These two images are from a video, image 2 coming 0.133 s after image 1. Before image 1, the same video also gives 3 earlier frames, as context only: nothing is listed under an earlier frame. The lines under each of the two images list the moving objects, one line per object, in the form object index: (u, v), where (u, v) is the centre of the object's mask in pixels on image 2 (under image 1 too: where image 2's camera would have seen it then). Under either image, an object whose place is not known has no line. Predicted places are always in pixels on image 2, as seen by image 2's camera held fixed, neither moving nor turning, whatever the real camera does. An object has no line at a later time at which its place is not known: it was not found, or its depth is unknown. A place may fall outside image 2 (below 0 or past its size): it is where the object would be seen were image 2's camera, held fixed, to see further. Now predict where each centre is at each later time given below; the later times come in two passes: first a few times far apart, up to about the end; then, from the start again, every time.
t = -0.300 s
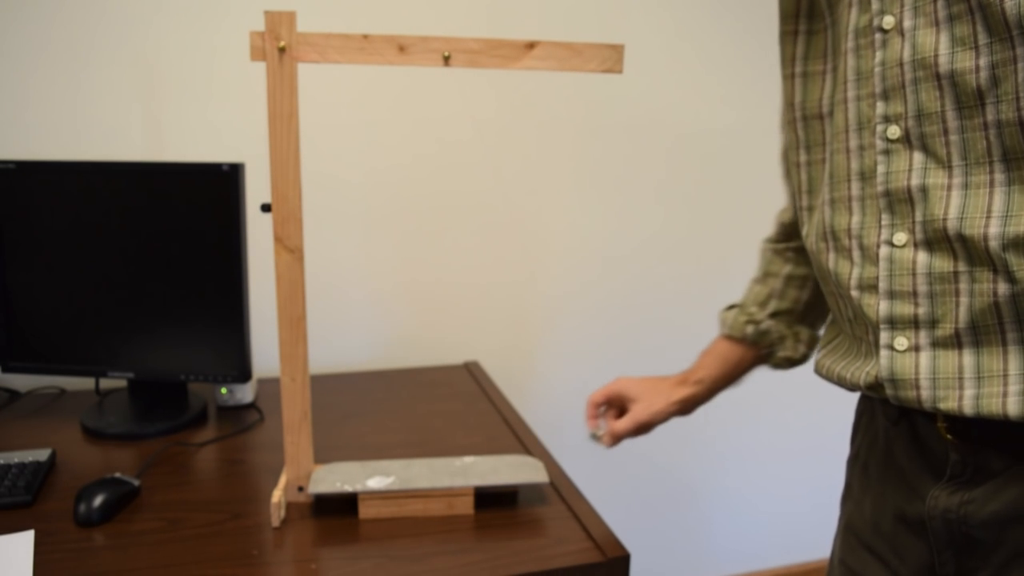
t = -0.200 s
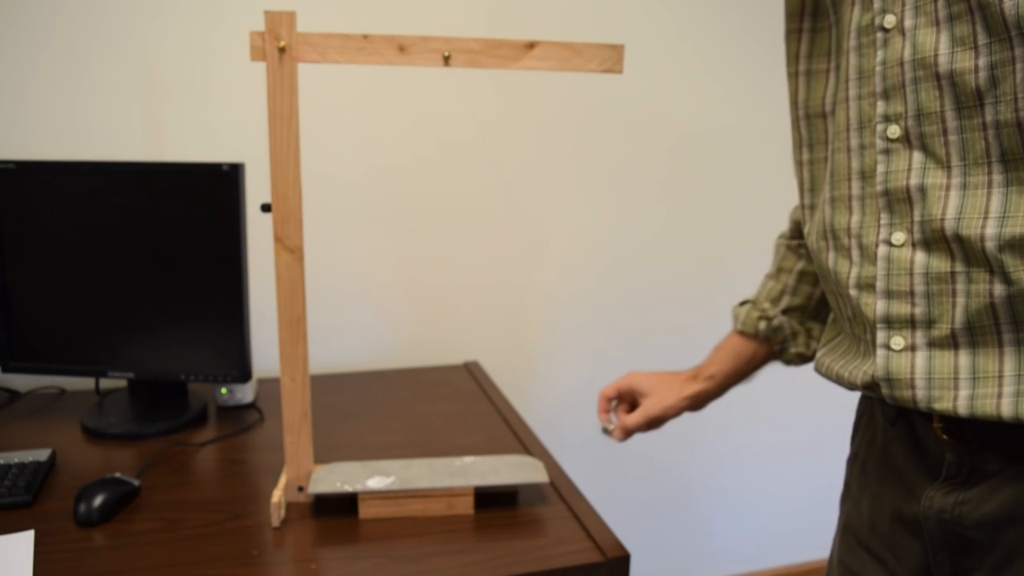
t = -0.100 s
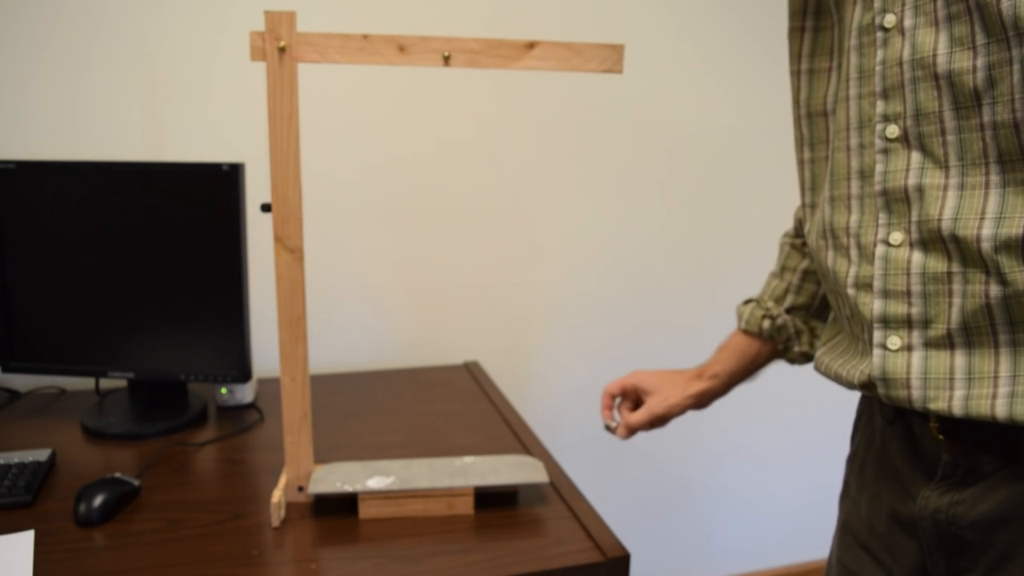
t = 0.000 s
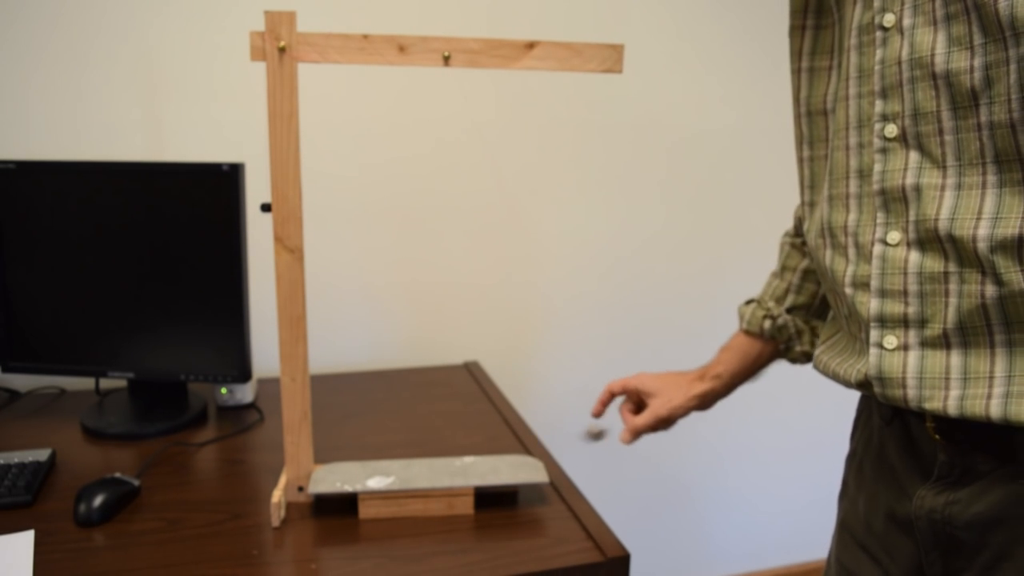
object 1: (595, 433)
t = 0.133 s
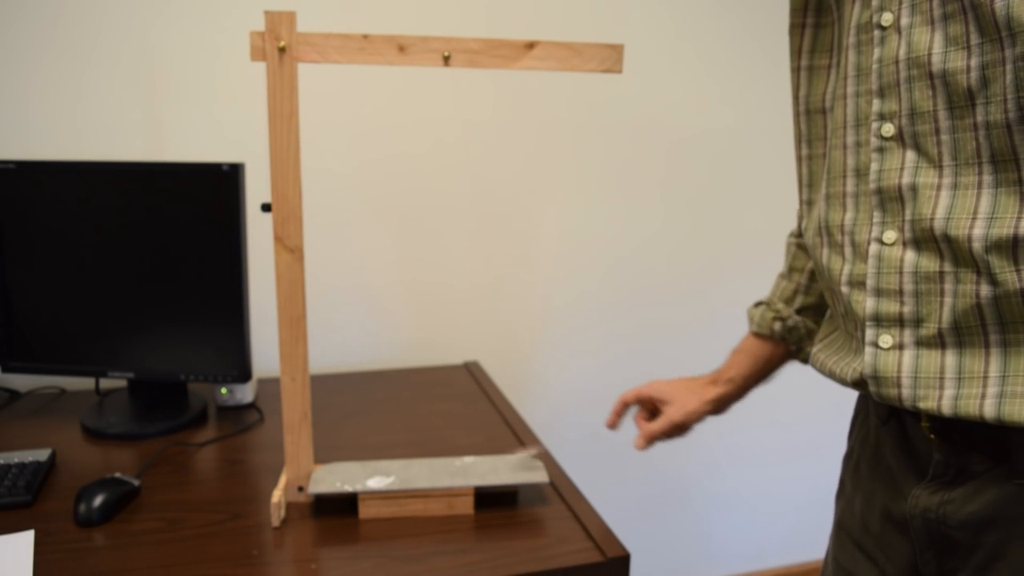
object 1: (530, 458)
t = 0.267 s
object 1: (452, 465)
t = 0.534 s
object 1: (410, 471)
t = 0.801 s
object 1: (432, 475)
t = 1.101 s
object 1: (443, 473)
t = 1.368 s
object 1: (446, 473)
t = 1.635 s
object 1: (447, 474)
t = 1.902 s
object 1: (446, 474)
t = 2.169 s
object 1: (442, 474)
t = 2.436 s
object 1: (443, 472)
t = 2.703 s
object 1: (445, 472)
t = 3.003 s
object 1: (448, 472)
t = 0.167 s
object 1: (506, 466)
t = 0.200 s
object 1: (485, 467)
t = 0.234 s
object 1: (468, 465)
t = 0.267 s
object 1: (452, 465)
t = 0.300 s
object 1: (437, 466)
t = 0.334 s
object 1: (427, 466)
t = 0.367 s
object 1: (420, 466)
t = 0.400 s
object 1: (416, 466)
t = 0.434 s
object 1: (413, 467)
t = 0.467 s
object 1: (411, 467)
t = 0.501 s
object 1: (411, 468)
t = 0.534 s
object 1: (410, 471)
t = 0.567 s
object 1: (412, 471)
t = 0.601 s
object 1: (414, 473)
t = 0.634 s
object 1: (416, 472)
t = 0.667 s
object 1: (418, 472)
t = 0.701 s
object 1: (421, 474)
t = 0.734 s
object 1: (426, 474)
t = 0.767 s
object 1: (429, 474)
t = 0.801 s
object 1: (432, 475)
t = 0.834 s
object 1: (434, 475)
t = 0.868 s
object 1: (437, 474)
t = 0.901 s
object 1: (439, 474)
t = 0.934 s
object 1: (440, 473)
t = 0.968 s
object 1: (441, 473)
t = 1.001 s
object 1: (442, 473)
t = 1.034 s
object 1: (443, 472)
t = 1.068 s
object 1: (443, 472)
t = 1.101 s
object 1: (443, 473)
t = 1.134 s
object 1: (444, 473)
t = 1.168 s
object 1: (444, 472)
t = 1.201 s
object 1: (444, 473)
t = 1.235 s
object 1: (445, 473)
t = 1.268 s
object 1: (445, 473)
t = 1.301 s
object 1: (445, 473)
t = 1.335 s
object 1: (445, 473)
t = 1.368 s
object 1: (446, 473)
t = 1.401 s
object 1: (446, 473)
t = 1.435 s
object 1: (446, 473)
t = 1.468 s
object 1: (446, 473)
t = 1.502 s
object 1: (446, 473)
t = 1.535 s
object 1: (446, 473)
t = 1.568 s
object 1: (446, 474)
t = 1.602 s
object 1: (446, 474)
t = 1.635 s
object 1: (447, 474)
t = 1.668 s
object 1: (447, 473)
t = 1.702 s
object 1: (447, 474)
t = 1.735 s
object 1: (447, 473)
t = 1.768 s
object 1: (447, 473)
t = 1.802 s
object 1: (447, 473)
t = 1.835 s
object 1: (446, 473)
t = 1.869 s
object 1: (446, 473)
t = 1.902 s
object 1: (446, 474)
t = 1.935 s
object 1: (445, 474)
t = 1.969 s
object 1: (445, 474)
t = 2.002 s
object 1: (444, 473)
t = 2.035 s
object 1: (444, 473)
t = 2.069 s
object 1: (443, 473)
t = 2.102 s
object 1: (443, 473)
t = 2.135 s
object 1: (442, 474)
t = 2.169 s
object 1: (442, 474)
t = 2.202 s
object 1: (443, 474)
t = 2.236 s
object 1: (442, 472)
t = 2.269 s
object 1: (442, 473)
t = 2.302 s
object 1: (442, 473)
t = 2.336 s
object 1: (443, 472)
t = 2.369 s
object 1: (443, 472)
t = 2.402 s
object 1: (443, 472)
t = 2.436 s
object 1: (443, 472)
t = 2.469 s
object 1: (443, 472)
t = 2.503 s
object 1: (443, 473)
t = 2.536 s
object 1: (443, 473)
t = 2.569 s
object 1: (444, 472)
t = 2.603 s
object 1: (444, 473)
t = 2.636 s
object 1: (444, 473)
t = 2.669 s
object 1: (444, 472)
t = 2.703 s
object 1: (445, 472)
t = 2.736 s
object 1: (445, 472)
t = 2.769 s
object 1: (445, 472)
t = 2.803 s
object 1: (446, 472)
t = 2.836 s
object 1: (446, 472)
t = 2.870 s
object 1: (447, 472)
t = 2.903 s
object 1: (447, 472)
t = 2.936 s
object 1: (447, 472)
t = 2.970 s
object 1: (448, 472)
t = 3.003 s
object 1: (448, 472)
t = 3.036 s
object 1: (448, 472)
